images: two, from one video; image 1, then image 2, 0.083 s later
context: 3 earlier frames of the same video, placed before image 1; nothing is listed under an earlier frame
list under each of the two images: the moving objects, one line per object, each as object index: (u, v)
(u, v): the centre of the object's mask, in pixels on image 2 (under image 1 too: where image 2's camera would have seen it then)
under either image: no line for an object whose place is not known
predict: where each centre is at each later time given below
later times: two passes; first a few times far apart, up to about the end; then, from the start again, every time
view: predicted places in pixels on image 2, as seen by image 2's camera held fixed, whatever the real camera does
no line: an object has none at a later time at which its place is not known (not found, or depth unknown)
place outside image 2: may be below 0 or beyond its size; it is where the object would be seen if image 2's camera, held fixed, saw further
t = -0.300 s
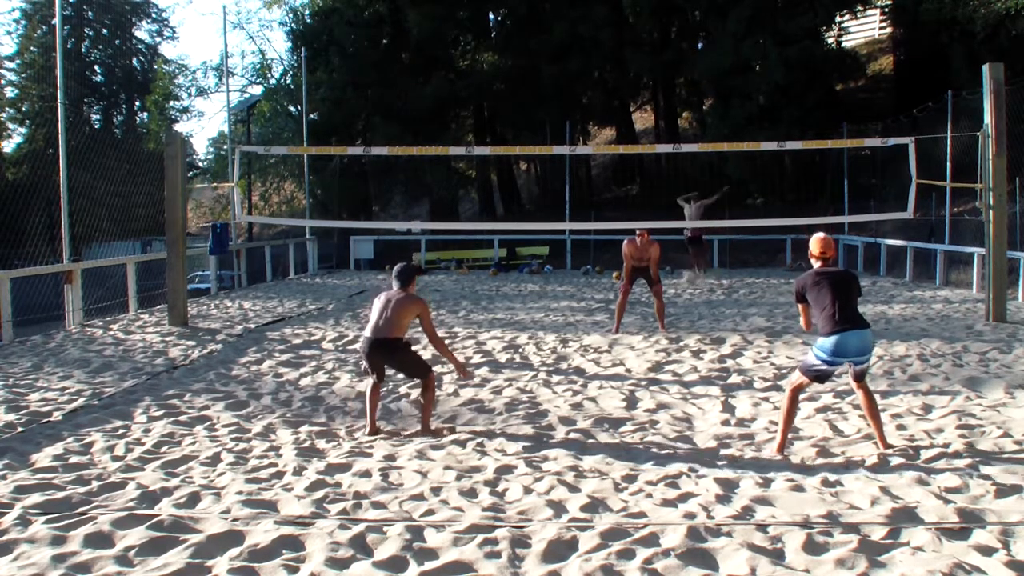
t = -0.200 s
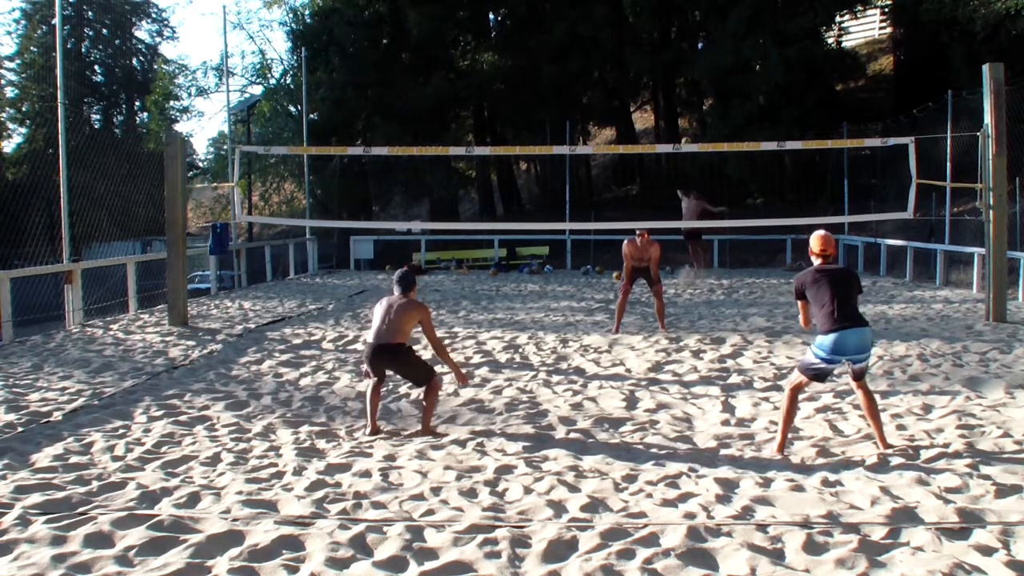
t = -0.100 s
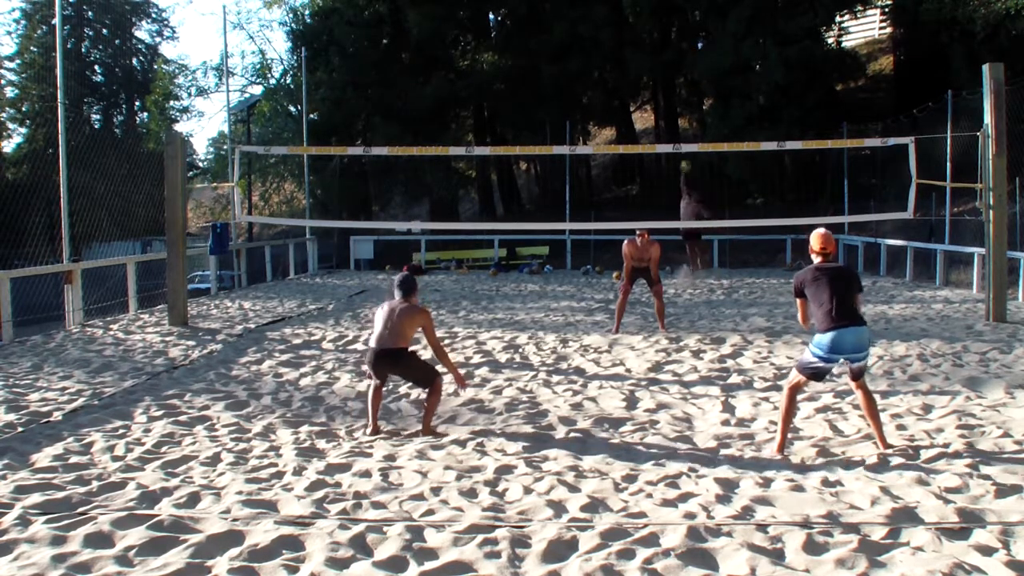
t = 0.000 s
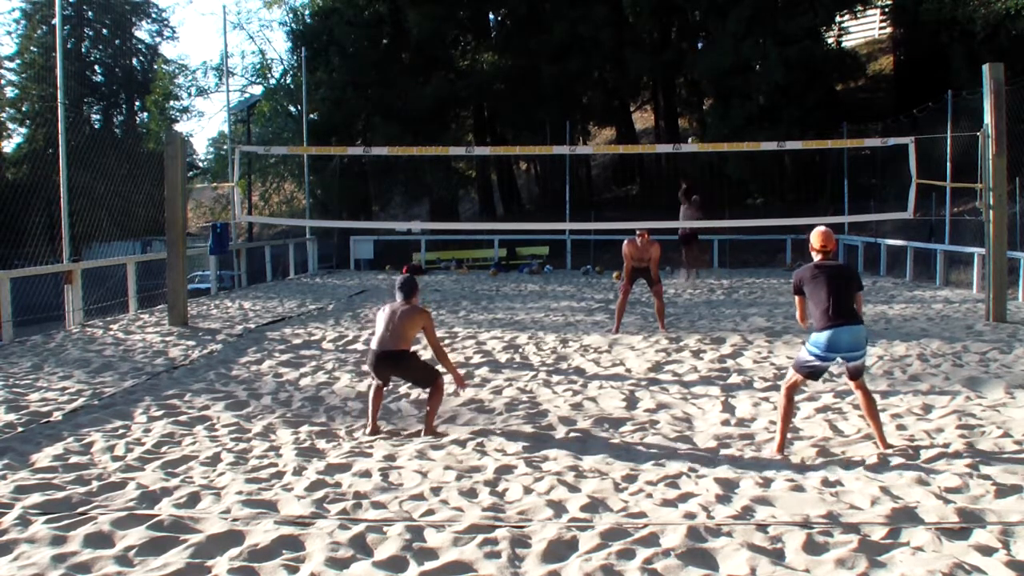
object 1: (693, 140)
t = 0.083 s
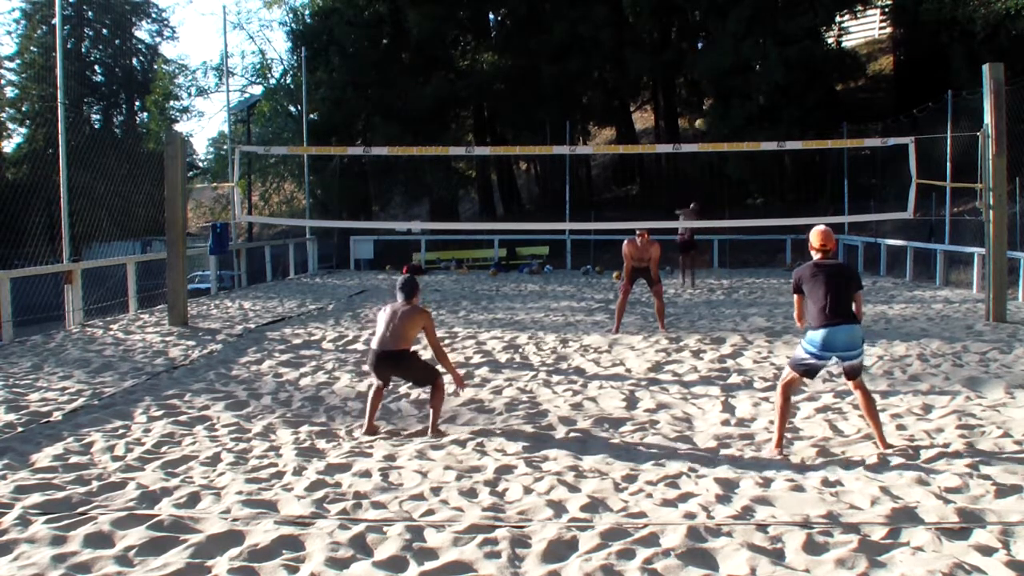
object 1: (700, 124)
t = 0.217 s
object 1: (716, 103)
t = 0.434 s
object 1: (747, 91)
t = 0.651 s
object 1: (794, 122)
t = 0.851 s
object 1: (859, 218)
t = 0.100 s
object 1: (703, 121)
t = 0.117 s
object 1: (704, 118)
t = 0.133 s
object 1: (707, 115)
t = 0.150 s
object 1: (708, 113)
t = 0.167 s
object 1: (709, 108)
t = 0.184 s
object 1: (711, 107)
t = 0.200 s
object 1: (714, 105)
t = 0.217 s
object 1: (716, 103)
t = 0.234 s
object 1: (718, 101)
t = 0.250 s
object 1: (720, 99)
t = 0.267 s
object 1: (722, 97)
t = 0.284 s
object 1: (725, 96)
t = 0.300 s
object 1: (727, 94)
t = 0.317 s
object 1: (729, 93)
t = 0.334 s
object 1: (731, 92)
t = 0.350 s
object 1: (734, 91)
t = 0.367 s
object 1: (737, 91)
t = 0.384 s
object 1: (739, 91)
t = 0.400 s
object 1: (742, 91)
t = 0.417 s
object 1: (745, 90)
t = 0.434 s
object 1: (747, 91)
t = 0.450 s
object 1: (751, 91)
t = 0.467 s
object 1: (754, 92)
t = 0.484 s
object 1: (757, 93)
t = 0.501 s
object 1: (760, 95)
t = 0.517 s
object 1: (763, 96)
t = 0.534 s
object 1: (767, 98)
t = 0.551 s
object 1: (770, 101)
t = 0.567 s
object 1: (774, 103)
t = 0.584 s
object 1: (778, 106)
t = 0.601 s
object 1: (782, 109)
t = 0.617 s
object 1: (786, 113)
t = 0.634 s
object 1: (790, 117)
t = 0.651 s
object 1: (794, 122)
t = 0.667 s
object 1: (798, 126)
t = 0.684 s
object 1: (803, 131)
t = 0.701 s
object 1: (808, 138)
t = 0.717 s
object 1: (812, 144)
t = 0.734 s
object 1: (819, 151)
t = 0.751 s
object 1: (824, 159)
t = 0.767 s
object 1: (830, 167)
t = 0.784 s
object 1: (835, 176)
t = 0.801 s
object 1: (841, 185)
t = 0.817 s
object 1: (847, 195)
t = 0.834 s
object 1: (853, 205)
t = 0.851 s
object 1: (859, 218)
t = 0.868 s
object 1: (867, 230)
